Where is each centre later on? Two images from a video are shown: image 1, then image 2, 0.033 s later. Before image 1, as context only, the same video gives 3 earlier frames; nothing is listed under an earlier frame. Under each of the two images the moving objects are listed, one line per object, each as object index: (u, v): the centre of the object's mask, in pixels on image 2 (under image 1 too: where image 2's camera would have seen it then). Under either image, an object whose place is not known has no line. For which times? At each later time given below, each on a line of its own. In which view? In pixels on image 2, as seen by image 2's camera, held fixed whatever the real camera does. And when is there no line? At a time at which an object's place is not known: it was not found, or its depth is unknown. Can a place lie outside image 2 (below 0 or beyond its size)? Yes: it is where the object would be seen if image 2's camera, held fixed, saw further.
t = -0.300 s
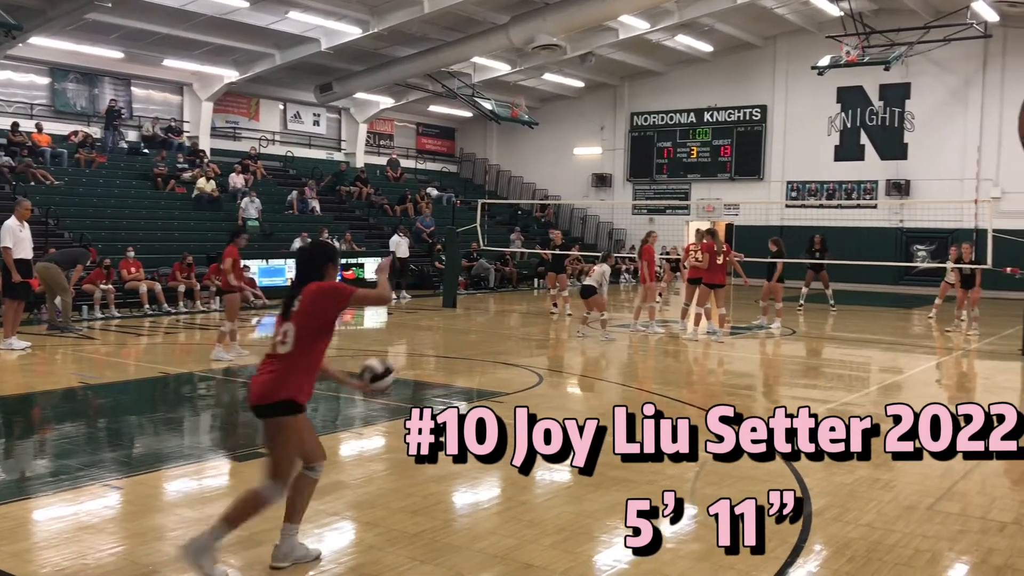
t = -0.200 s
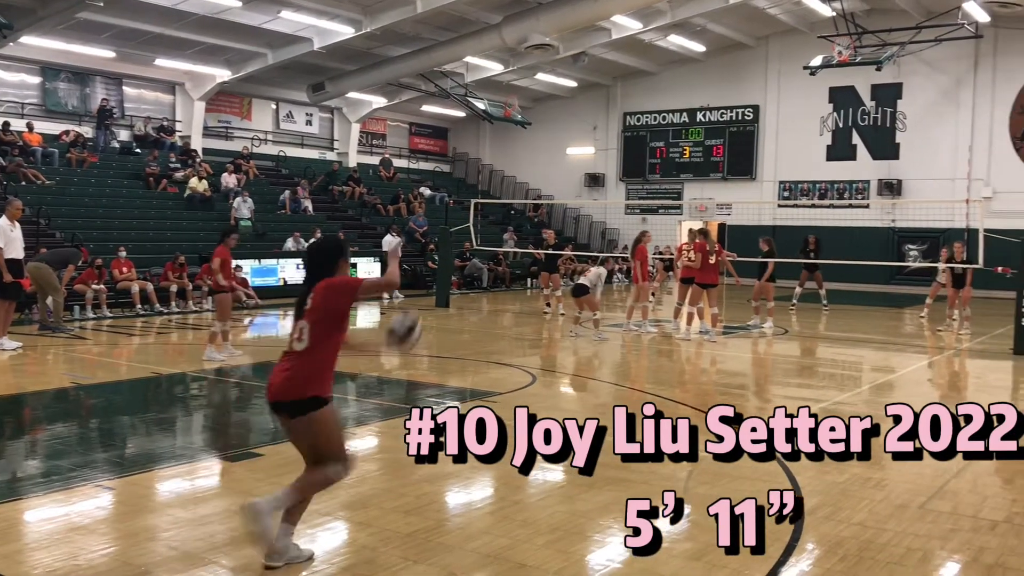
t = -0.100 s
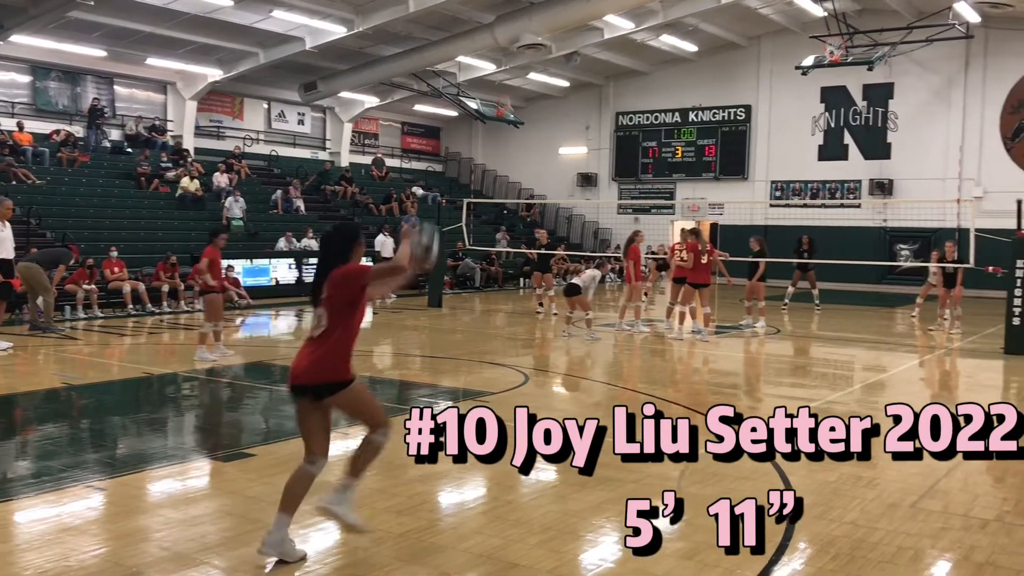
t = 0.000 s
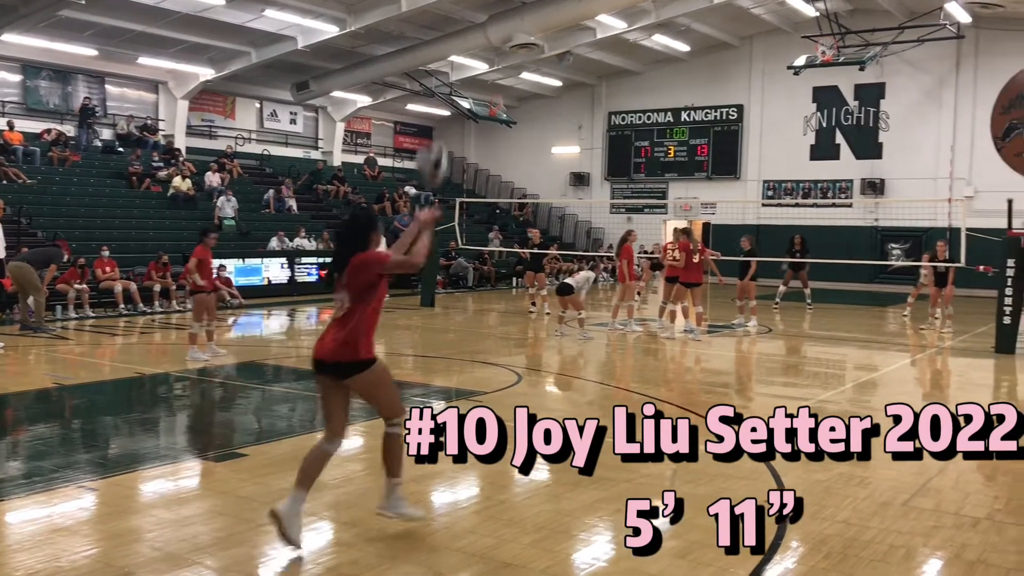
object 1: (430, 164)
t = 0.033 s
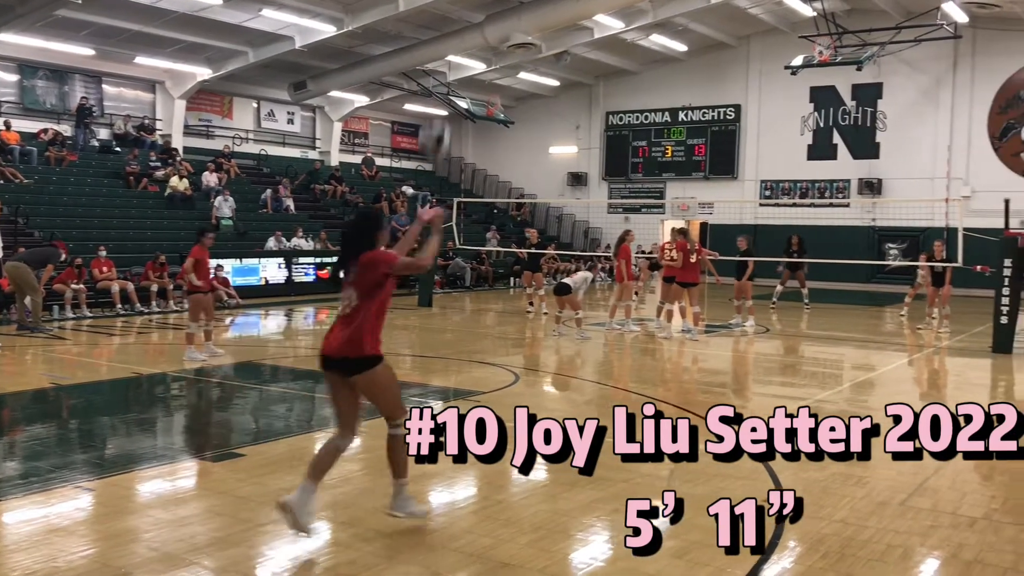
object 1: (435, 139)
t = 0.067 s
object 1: (443, 119)
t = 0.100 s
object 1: (445, 98)
